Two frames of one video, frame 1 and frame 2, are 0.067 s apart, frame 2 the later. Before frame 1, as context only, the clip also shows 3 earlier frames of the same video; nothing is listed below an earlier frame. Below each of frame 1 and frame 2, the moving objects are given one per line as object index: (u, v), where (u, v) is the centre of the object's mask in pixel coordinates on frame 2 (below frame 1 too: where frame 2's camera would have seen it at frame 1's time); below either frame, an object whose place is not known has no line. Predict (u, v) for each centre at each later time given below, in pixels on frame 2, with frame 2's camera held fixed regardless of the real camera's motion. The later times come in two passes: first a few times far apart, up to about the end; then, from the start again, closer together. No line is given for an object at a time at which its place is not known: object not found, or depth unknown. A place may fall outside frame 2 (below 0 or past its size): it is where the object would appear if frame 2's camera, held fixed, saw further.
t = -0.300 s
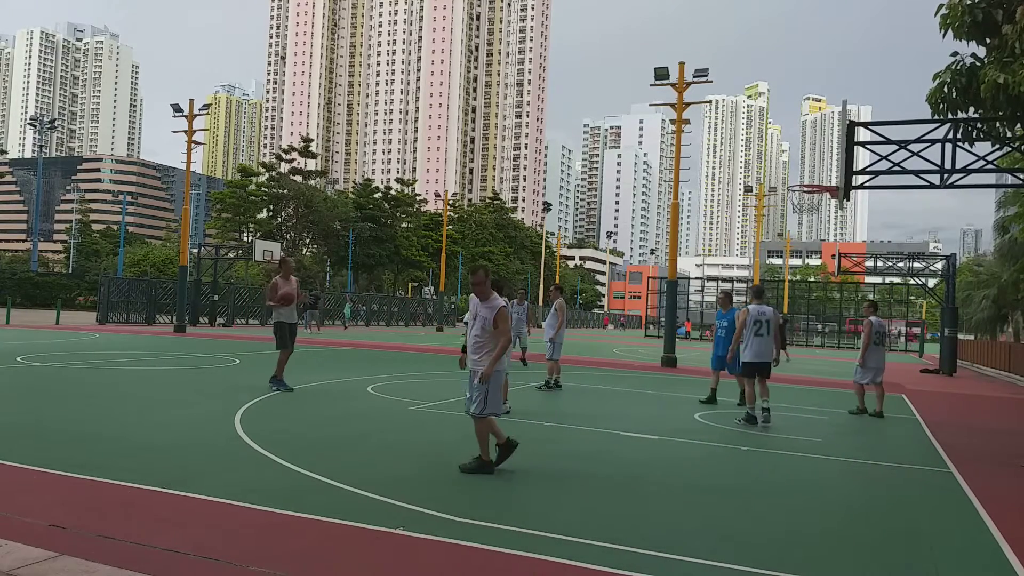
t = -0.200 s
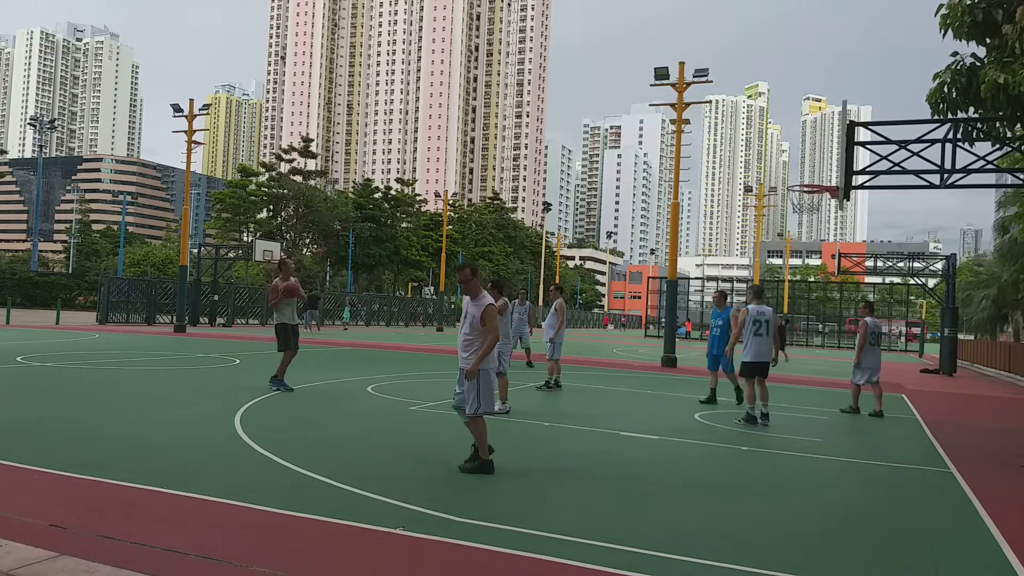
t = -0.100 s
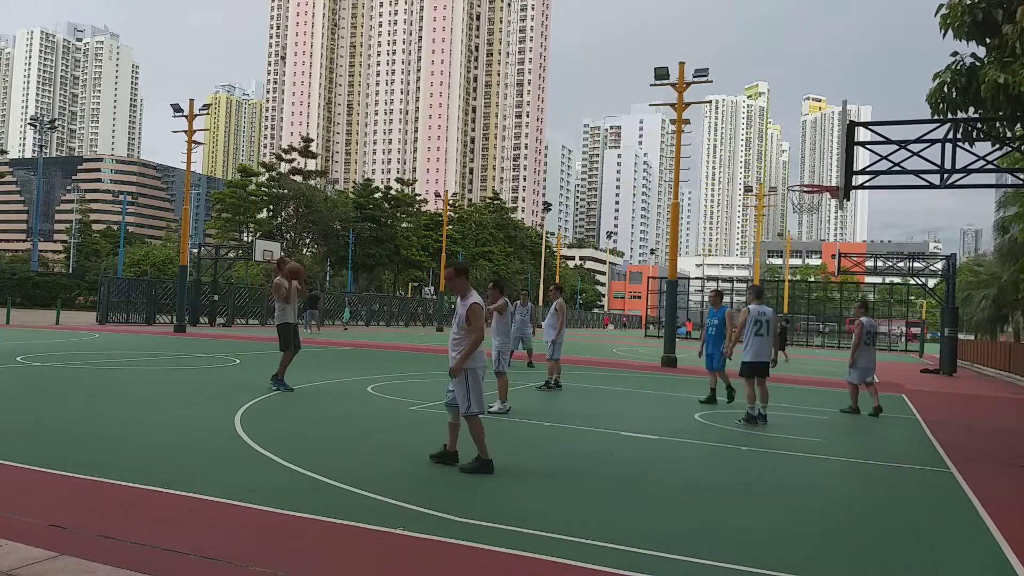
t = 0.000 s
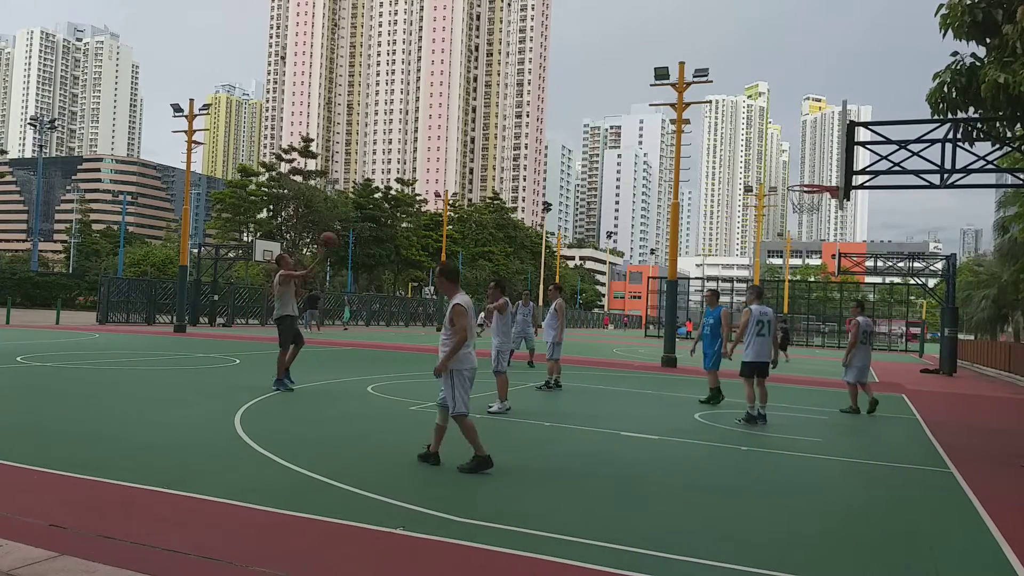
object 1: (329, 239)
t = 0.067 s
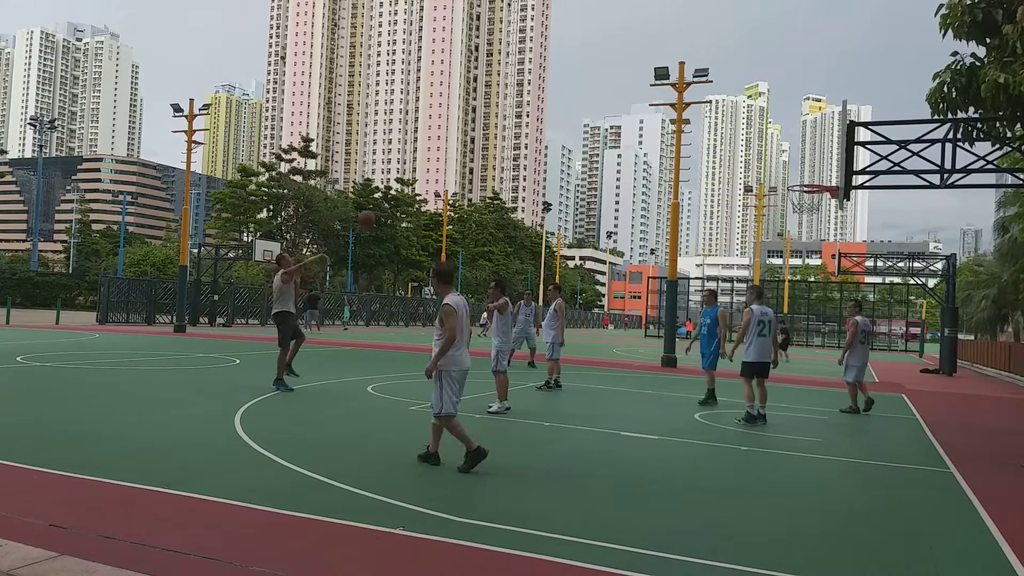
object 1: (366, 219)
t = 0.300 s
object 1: (489, 173)
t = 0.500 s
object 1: (584, 164)
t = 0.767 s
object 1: (698, 190)
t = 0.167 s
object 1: (422, 194)
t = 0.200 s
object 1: (439, 188)
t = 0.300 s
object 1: (489, 173)
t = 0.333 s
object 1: (506, 170)
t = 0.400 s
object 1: (538, 166)
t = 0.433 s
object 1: (554, 164)
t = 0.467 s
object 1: (569, 164)
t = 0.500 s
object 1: (584, 164)
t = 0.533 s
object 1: (599, 165)
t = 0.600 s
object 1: (628, 169)
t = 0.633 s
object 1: (642, 172)
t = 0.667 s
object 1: (657, 176)
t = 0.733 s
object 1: (685, 185)
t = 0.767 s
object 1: (698, 190)
